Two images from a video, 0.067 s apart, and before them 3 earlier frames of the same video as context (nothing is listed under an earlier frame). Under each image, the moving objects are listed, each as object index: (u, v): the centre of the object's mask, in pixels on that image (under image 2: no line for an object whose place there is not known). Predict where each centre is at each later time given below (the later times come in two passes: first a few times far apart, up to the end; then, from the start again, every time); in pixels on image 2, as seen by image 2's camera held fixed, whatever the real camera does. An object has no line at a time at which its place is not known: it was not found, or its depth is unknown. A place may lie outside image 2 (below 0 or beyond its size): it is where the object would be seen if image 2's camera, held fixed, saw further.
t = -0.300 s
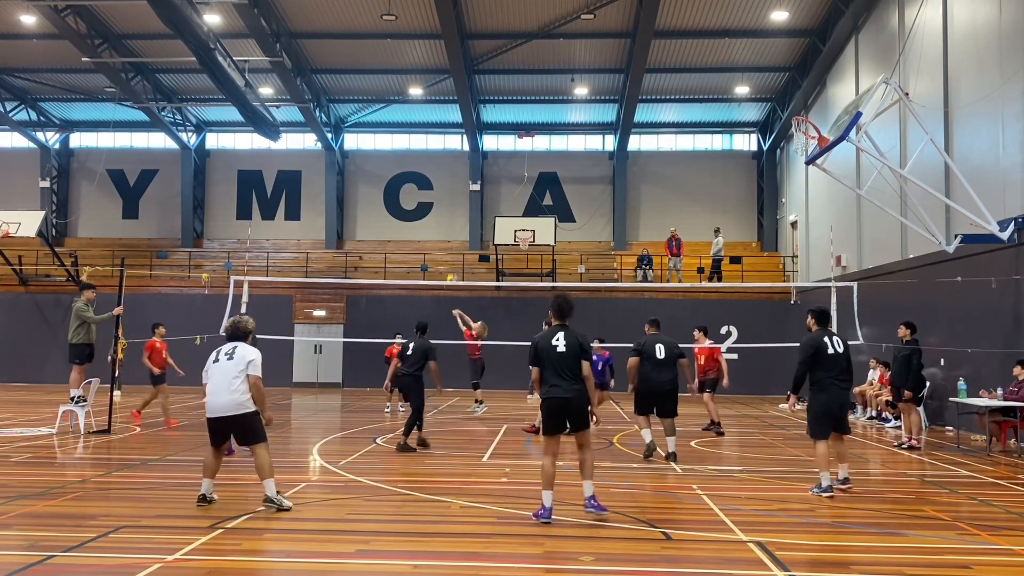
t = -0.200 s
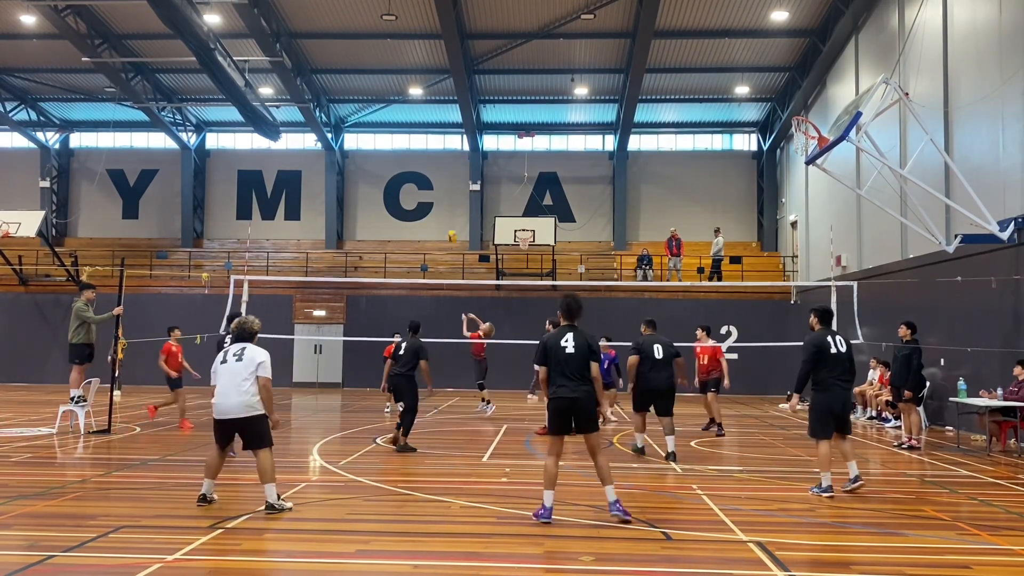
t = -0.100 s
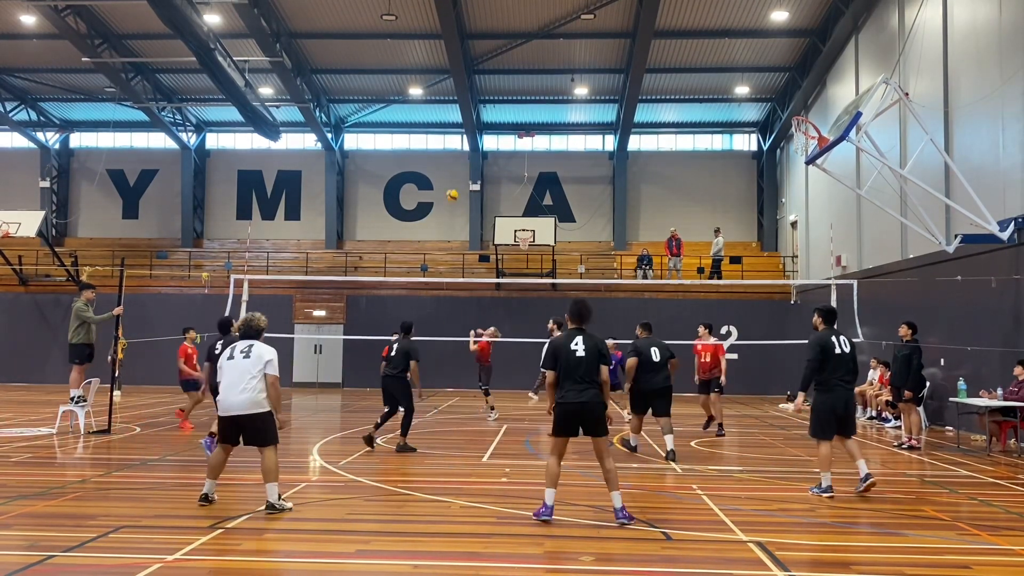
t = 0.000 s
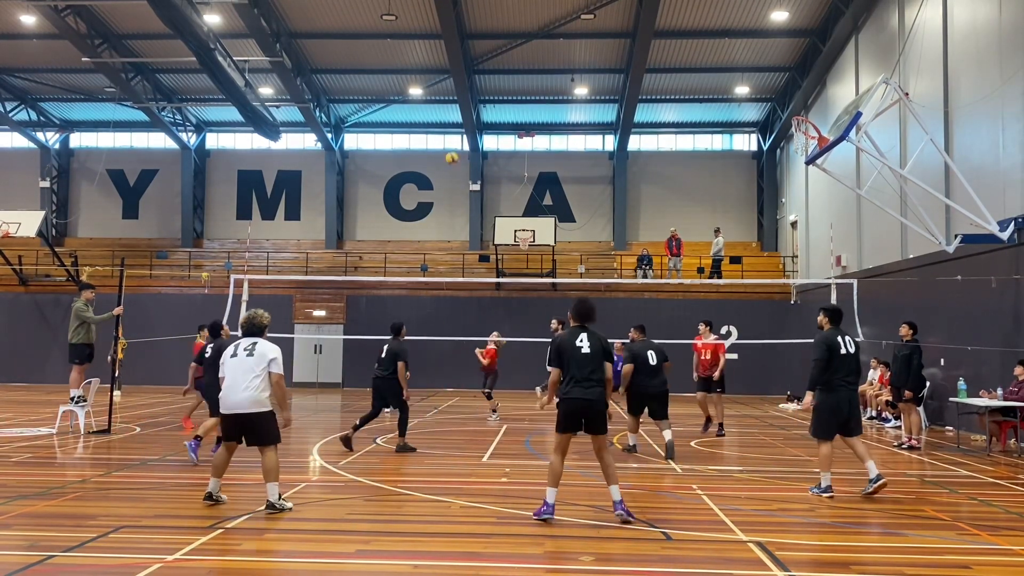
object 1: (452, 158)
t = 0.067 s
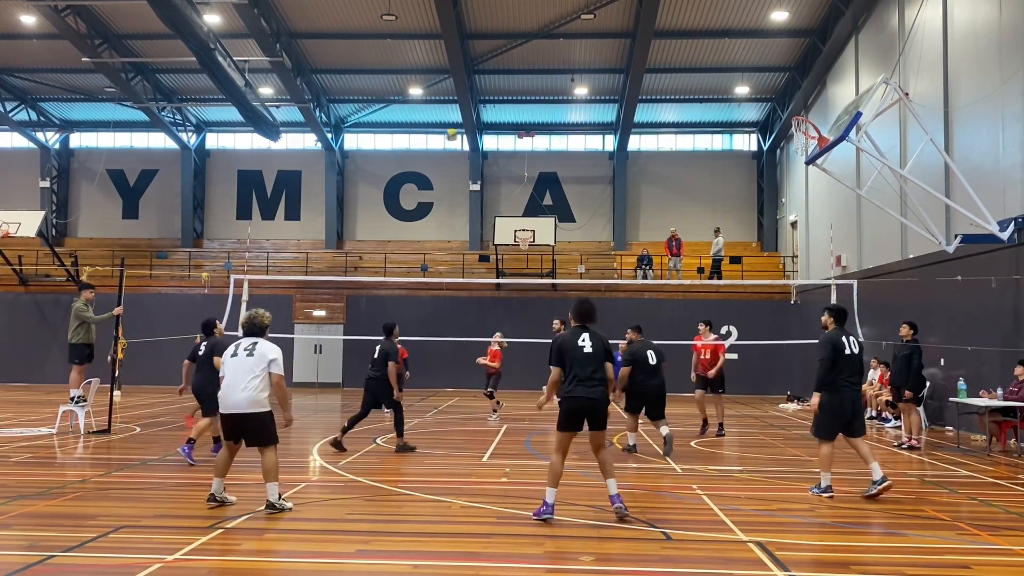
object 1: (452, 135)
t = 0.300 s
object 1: (451, 70)
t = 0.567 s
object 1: (449, 28)
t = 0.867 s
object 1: (448, 40)
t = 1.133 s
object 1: (446, 122)
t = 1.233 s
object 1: (446, 174)
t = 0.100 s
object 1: (452, 125)
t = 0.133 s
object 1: (451, 114)
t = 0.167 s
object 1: (451, 104)
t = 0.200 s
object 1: (451, 94)
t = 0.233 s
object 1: (451, 86)
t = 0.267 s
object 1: (450, 77)
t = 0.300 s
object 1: (451, 70)
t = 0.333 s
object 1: (451, 63)
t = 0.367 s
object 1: (450, 55)
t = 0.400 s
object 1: (450, 50)
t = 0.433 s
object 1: (450, 44)
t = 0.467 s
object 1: (450, 39)
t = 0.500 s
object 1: (449, 35)
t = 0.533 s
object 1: (449, 31)
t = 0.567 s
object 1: (449, 28)
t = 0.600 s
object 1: (449, 26)
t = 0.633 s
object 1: (449, 25)
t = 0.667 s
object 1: (449, 24)
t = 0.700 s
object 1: (449, 25)
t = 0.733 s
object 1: (449, 26)
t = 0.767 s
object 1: (448, 27)
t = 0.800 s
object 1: (448, 30)
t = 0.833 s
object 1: (448, 34)
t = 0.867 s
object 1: (448, 40)
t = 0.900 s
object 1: (448, 45)
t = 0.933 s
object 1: (448, 52)
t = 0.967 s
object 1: (448, 60)
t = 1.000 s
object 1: (447, 70)
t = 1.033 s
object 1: (447, 80)
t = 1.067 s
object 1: (447, 93)
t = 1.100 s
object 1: (447, 105)
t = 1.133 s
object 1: (446, 122)
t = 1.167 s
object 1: (446, 136)
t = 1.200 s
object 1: (447, 155)
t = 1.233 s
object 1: (446, 174)
